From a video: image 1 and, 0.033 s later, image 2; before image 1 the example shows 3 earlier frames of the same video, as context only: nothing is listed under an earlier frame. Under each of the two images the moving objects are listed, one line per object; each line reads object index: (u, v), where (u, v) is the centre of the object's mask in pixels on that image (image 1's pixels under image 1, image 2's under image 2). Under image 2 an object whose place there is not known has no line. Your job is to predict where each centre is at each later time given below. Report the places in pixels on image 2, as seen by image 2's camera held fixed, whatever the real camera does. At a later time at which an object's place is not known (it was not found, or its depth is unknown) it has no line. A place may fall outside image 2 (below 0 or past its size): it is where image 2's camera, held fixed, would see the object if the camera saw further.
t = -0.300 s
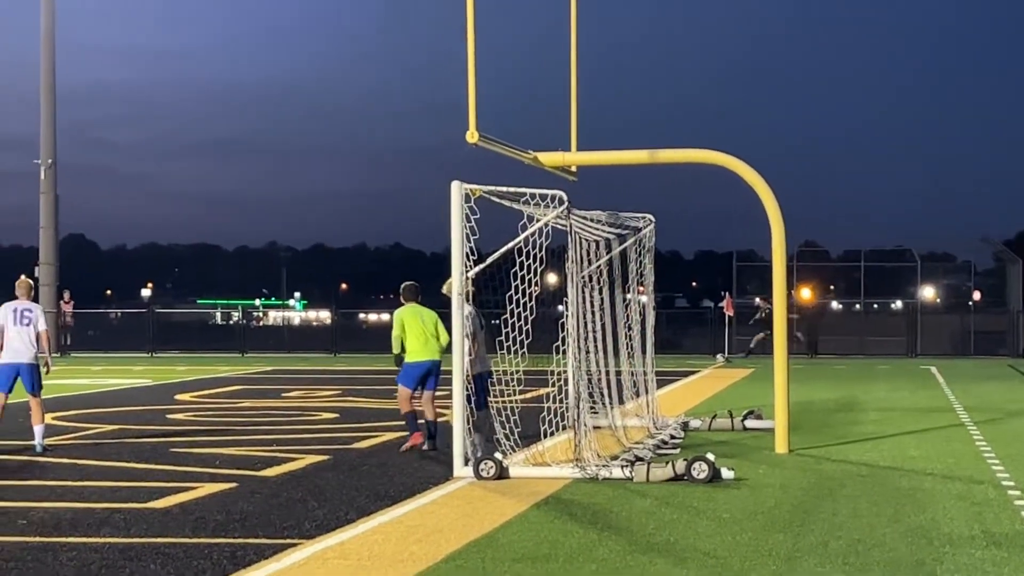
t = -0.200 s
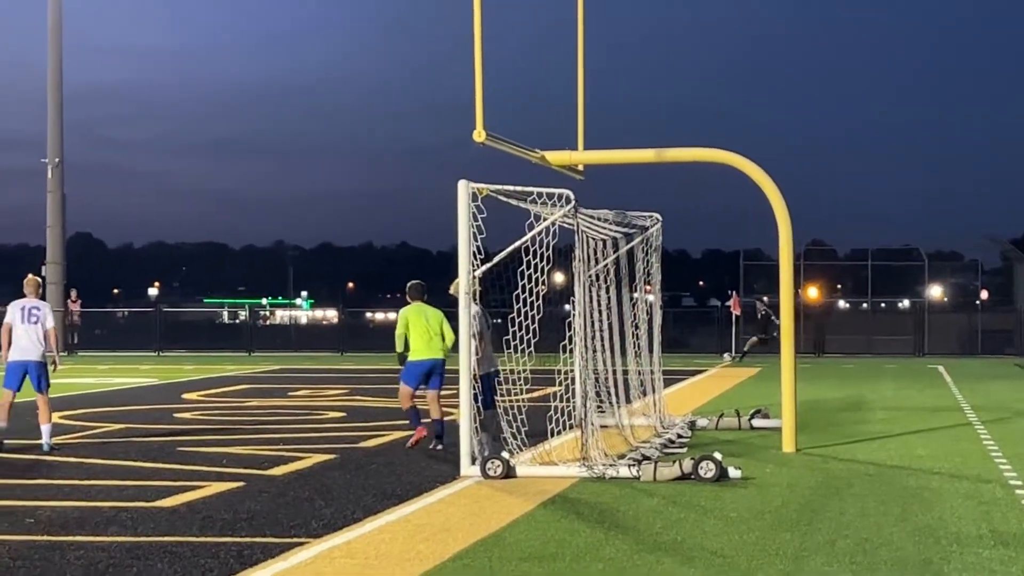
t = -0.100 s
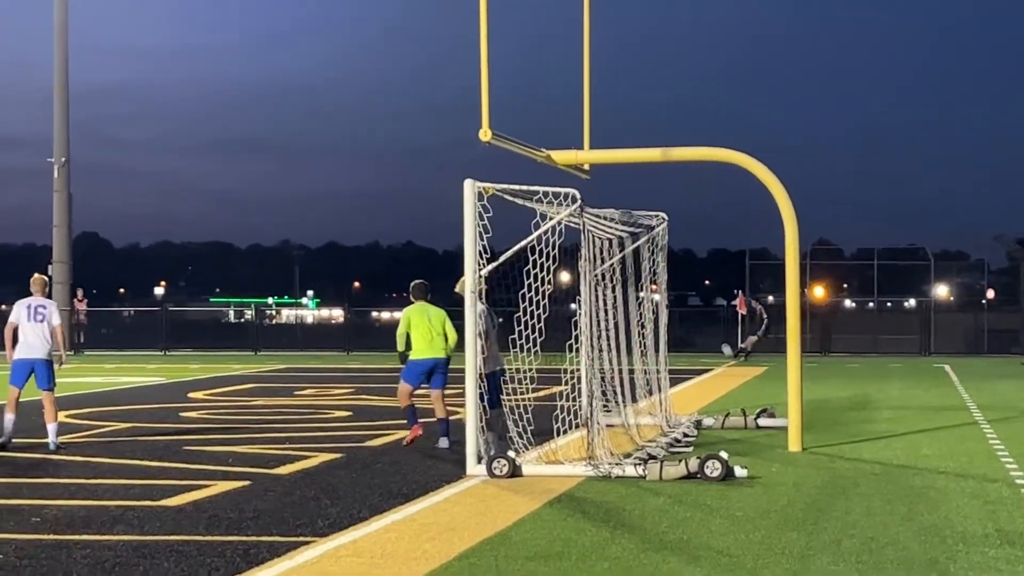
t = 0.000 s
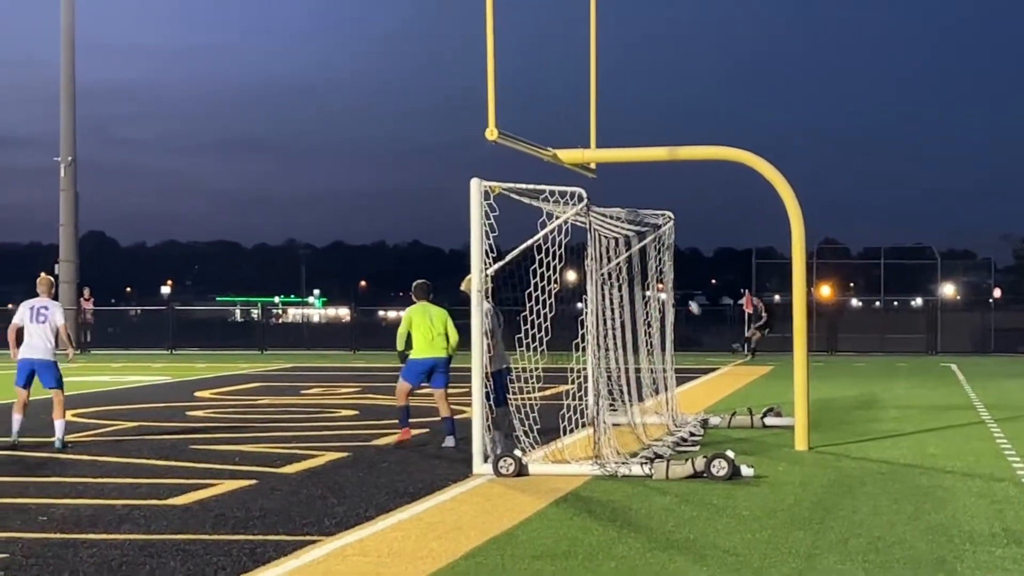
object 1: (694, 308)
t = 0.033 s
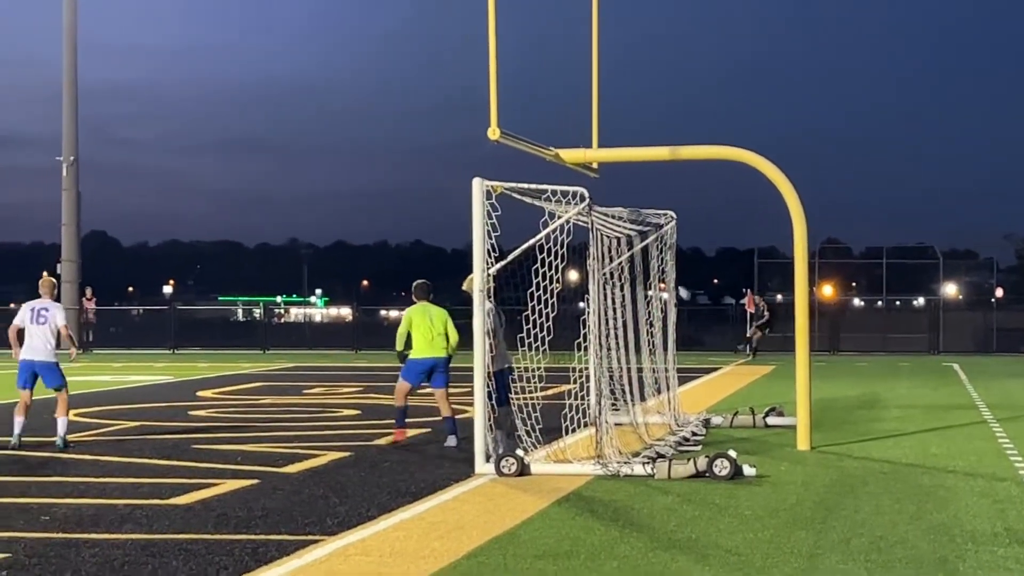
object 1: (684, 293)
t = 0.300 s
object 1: (588, 189)
